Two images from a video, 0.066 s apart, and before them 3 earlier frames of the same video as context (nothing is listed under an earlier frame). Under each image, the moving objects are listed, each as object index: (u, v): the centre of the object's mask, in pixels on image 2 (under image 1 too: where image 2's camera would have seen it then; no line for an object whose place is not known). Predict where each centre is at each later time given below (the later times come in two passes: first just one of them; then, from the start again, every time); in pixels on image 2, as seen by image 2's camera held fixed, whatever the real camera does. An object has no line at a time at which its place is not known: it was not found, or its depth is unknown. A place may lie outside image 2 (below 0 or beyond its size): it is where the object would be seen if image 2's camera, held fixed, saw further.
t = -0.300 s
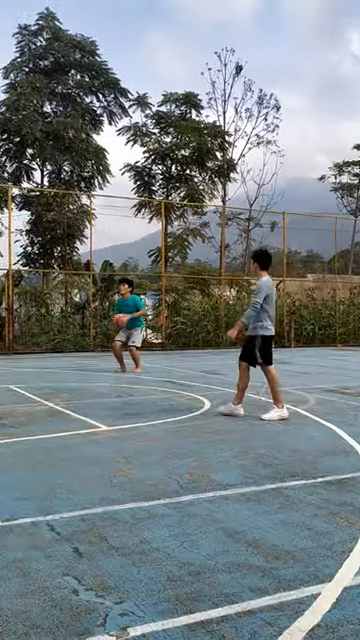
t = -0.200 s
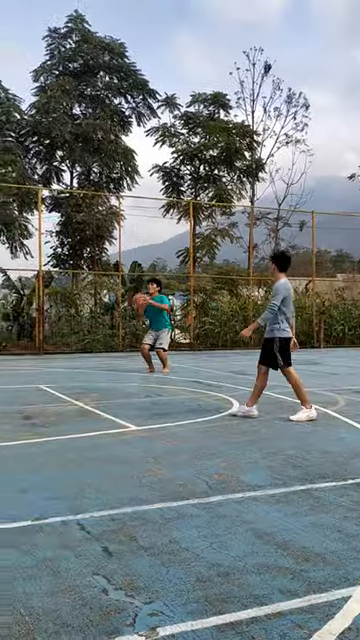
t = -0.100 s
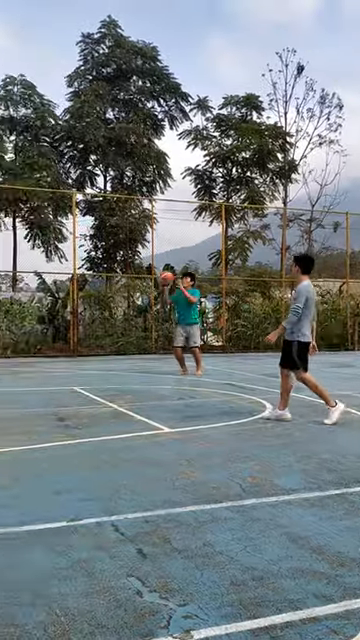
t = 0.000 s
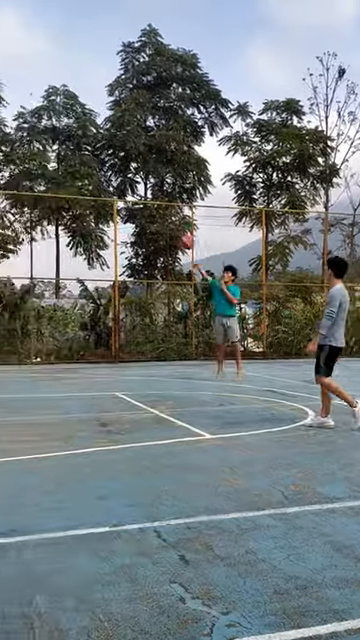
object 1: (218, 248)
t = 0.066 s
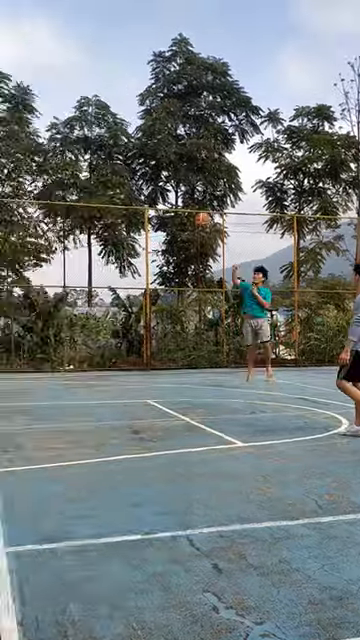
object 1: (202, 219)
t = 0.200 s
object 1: (167, 166)
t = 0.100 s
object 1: (193, 205)
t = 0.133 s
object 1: (185, 192)
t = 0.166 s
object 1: (175, 178)
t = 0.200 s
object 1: (167, 166)
